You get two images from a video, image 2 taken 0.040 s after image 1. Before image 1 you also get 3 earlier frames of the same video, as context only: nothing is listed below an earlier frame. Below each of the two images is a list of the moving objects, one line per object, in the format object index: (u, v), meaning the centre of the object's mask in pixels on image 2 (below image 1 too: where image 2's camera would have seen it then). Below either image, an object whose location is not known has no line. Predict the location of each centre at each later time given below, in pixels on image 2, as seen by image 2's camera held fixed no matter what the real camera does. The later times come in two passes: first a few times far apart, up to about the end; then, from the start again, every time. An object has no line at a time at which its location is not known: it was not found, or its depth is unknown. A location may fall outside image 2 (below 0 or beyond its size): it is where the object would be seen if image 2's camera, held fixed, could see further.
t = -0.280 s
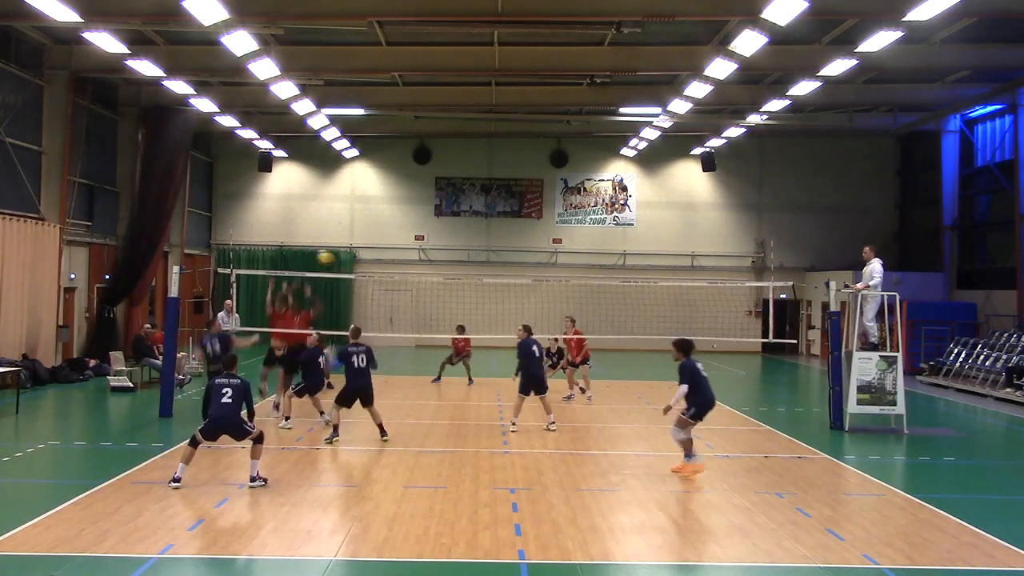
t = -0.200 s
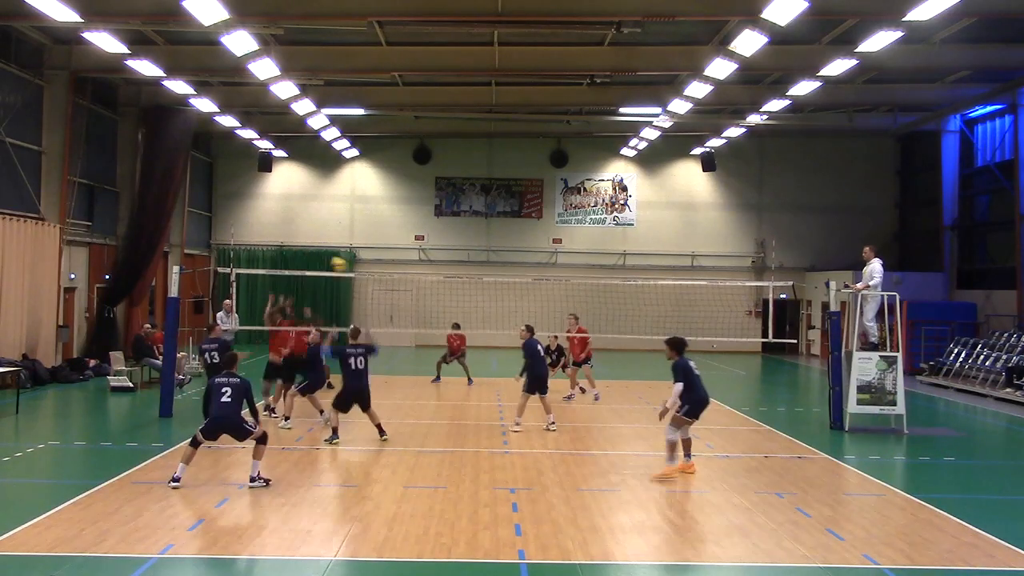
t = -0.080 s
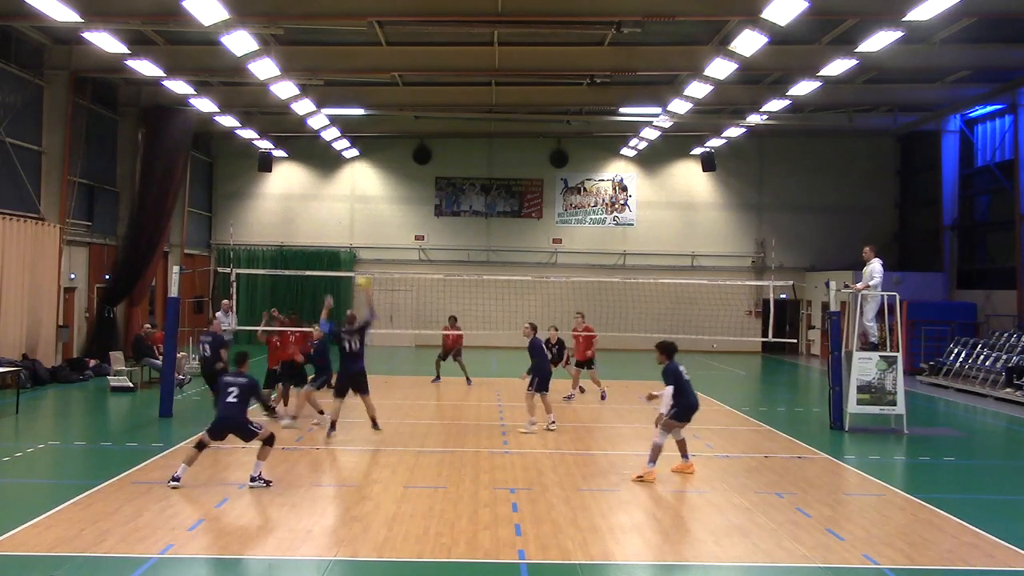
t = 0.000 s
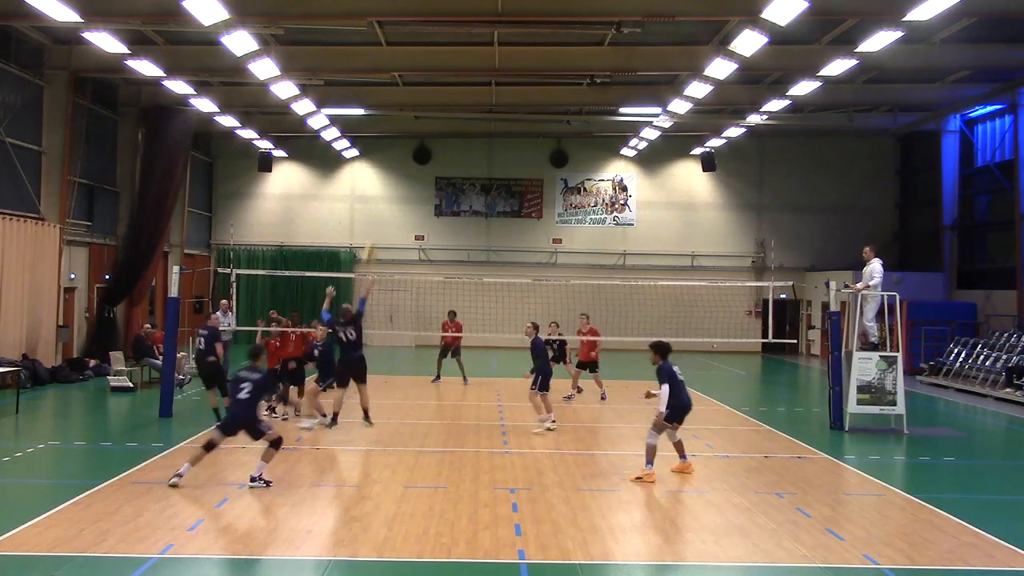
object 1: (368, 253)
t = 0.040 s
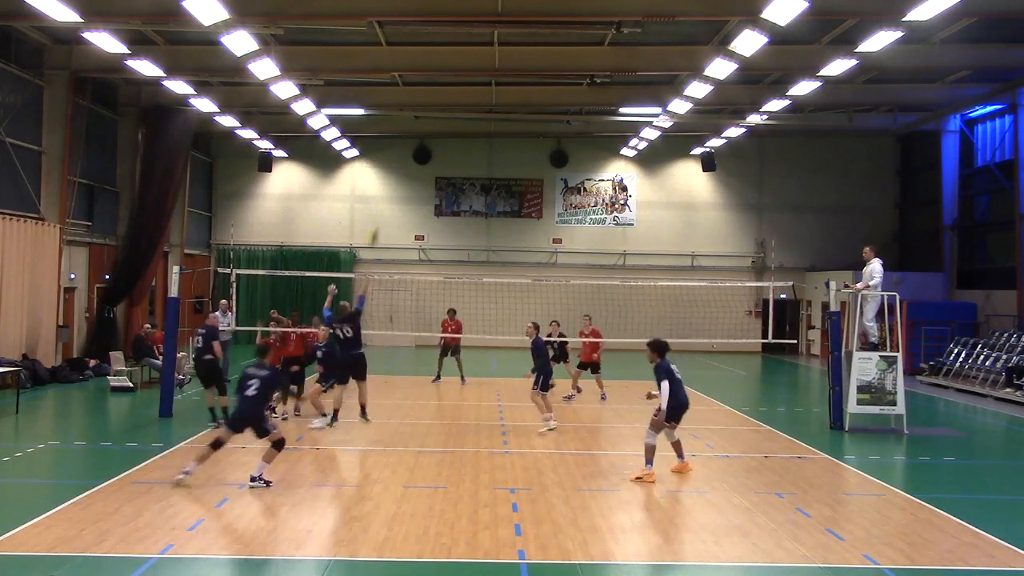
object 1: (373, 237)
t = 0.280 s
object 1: (386, 161)
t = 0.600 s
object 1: (404, 126)
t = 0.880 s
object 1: (417, 149)
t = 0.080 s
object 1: (377, 222)
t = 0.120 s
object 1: (378, 208)
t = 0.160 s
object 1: (380, 196)
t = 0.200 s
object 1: (382, 183)
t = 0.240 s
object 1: (384, 171)
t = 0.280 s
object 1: (386, 161)
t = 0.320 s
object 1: (389, 153)
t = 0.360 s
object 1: (391, 146)
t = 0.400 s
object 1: (394, 140)
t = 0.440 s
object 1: (396, 135)
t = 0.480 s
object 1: (398, 132)
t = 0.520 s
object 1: (400, 128)
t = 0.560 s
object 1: (402, 126)
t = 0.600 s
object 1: (404, 126)
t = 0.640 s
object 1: (406, 126)
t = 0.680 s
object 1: (408, 127)
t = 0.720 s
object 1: (410, 129)
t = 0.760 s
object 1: (412, 132)
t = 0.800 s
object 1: (414, 137)
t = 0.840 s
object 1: (415, 143)
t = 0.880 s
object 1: (417, 149)
